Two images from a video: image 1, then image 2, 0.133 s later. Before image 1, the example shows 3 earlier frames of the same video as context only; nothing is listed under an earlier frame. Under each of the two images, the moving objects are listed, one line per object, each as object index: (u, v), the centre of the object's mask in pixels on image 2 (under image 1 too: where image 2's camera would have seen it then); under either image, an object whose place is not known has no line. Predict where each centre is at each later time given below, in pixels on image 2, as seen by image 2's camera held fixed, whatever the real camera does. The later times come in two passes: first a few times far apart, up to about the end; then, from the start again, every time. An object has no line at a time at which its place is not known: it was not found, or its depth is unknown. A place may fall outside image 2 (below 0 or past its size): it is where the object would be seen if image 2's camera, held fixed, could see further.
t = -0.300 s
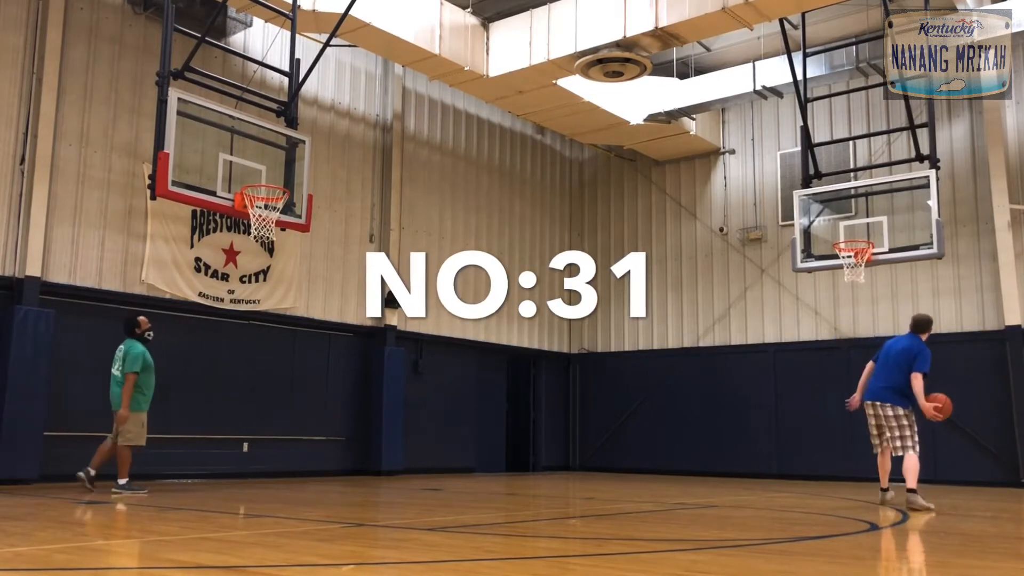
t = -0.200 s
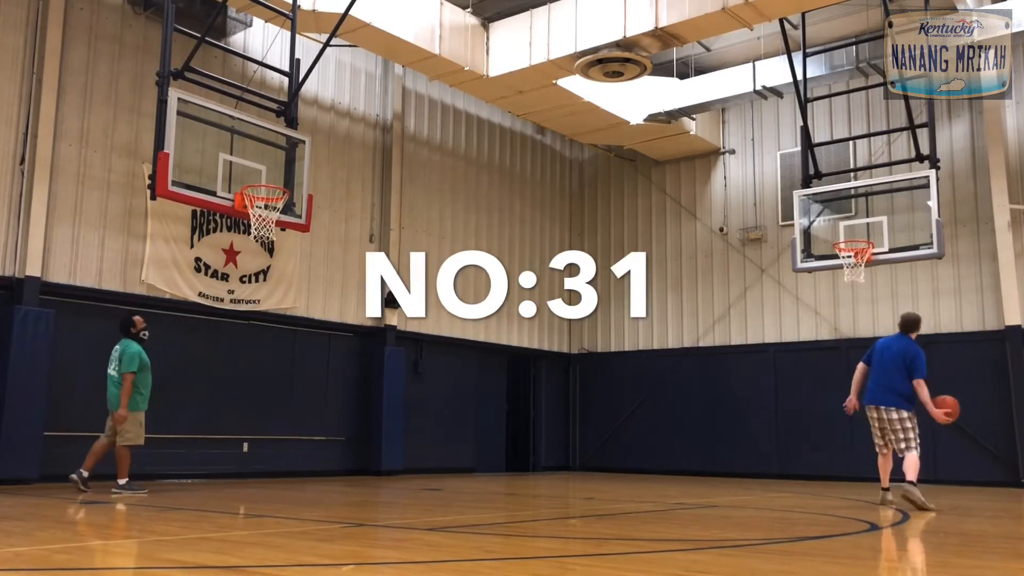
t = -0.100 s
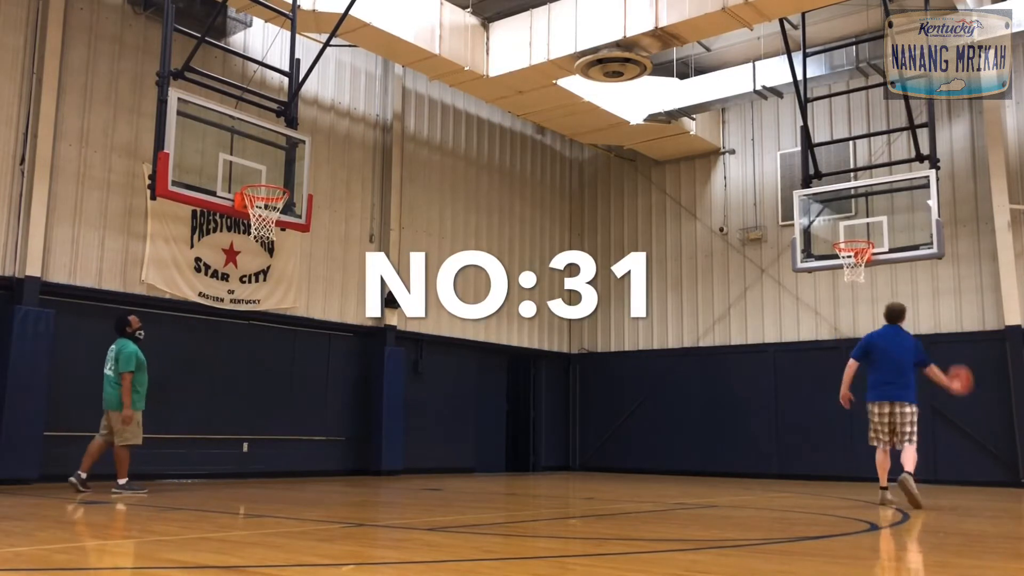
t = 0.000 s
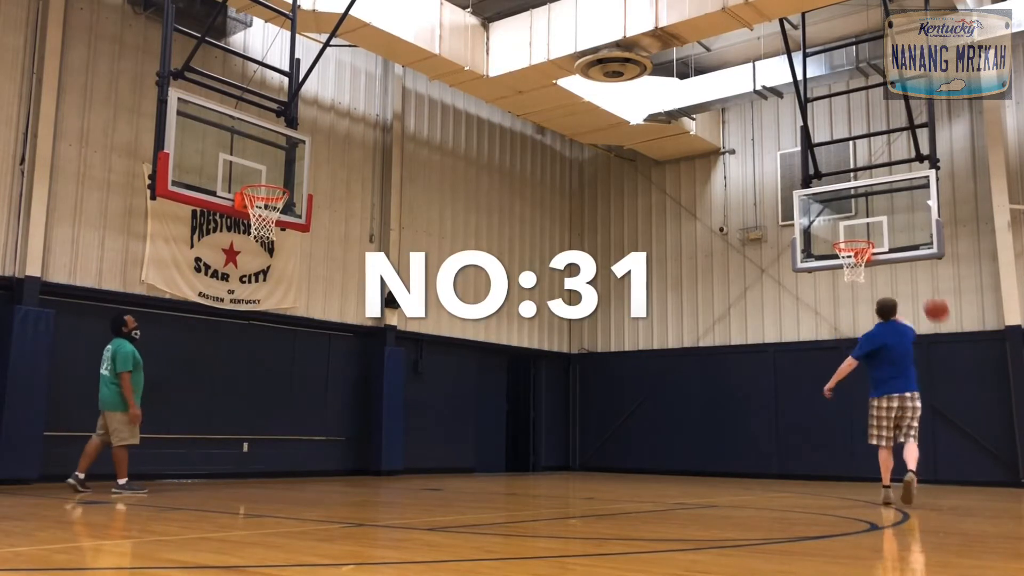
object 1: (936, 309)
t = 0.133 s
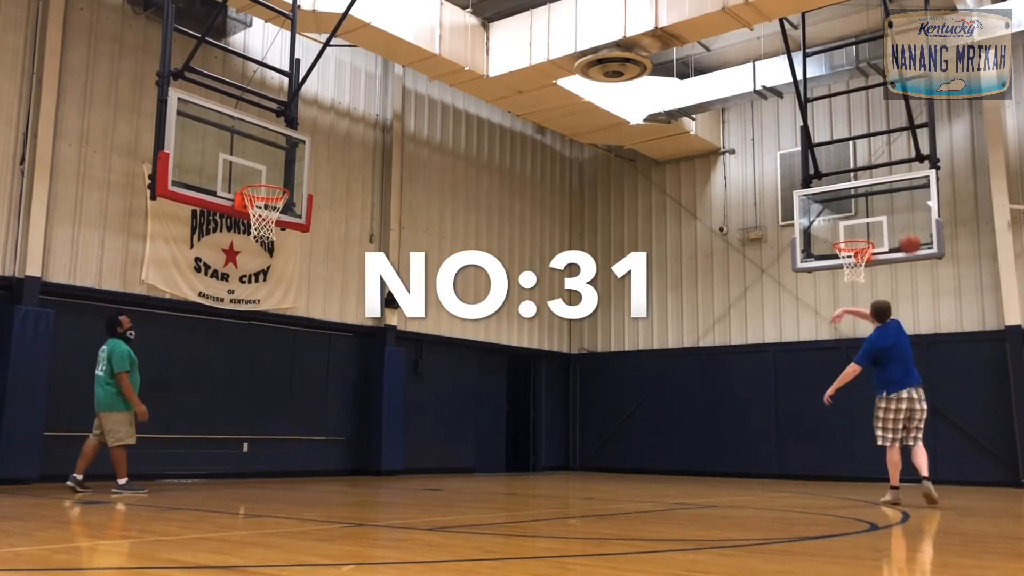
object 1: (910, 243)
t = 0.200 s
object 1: (899, 222)
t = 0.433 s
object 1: (803, 150)
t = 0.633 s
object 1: (711, 115)
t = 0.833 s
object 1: (612, 112)
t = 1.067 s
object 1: (486, 148)
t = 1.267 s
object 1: (364, 221)
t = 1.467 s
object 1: (222, 341)
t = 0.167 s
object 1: (904, 232)
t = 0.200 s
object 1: (899, 222)
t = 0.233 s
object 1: (889, 212)
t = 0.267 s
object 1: (875, 199)
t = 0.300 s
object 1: (862, 187)
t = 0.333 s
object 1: (846, 176)
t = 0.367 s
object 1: (833, 168)
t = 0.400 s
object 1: (817, 158)
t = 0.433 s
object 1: (803, 150)
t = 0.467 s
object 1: (787, 141)
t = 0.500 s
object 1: (772, 135)
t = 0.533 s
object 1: (757, 129)
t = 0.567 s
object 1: (741, 124)
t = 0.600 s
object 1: (727, 119)
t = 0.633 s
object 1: (711, 115)
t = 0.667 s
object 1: (695, 113)
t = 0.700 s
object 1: (680, 111)
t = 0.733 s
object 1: (663, 110)
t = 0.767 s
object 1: (647, 110)
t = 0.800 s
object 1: (629, 110)
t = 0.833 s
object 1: (612, 112)
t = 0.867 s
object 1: (596, 115)
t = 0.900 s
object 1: (578, 117)
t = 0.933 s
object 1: (560, 121)
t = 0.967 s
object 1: (542, 126)
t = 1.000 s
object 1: (524, 132)
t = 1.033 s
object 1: (505, 139)
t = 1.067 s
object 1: (486, 148)
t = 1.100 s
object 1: (467, 156)
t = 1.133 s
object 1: (448, 167)
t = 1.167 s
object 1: (427, 179)
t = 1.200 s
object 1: (407, 191)
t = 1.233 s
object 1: (386, 206)
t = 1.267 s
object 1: (364, 221)
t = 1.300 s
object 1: (342, 236)
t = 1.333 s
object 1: (319, 255)
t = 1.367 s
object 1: (297, 273)
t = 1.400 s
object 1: (272, 293)
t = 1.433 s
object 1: (246, 318)
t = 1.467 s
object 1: (222, 341)
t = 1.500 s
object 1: (196, 366)
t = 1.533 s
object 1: (168, 394)
